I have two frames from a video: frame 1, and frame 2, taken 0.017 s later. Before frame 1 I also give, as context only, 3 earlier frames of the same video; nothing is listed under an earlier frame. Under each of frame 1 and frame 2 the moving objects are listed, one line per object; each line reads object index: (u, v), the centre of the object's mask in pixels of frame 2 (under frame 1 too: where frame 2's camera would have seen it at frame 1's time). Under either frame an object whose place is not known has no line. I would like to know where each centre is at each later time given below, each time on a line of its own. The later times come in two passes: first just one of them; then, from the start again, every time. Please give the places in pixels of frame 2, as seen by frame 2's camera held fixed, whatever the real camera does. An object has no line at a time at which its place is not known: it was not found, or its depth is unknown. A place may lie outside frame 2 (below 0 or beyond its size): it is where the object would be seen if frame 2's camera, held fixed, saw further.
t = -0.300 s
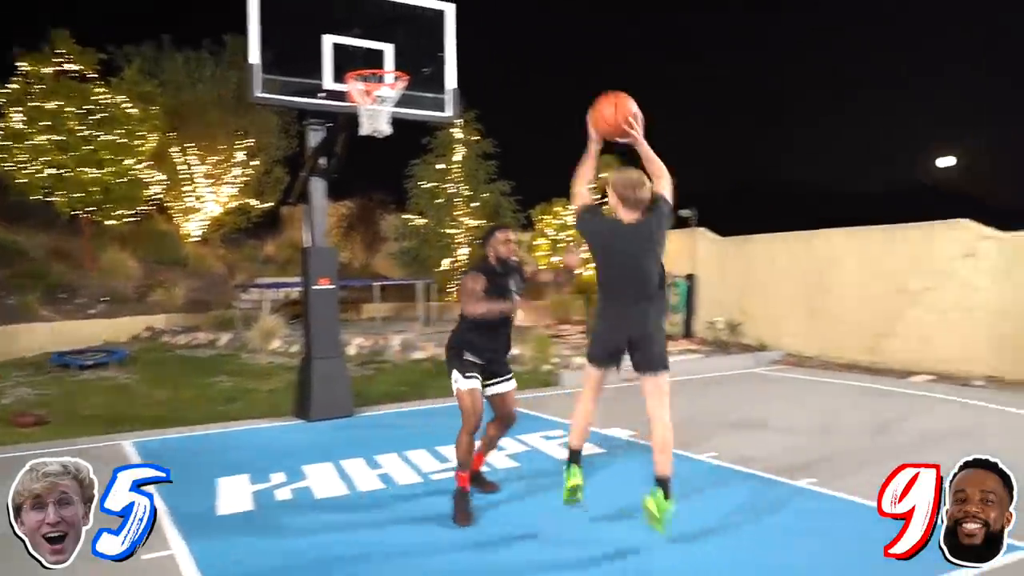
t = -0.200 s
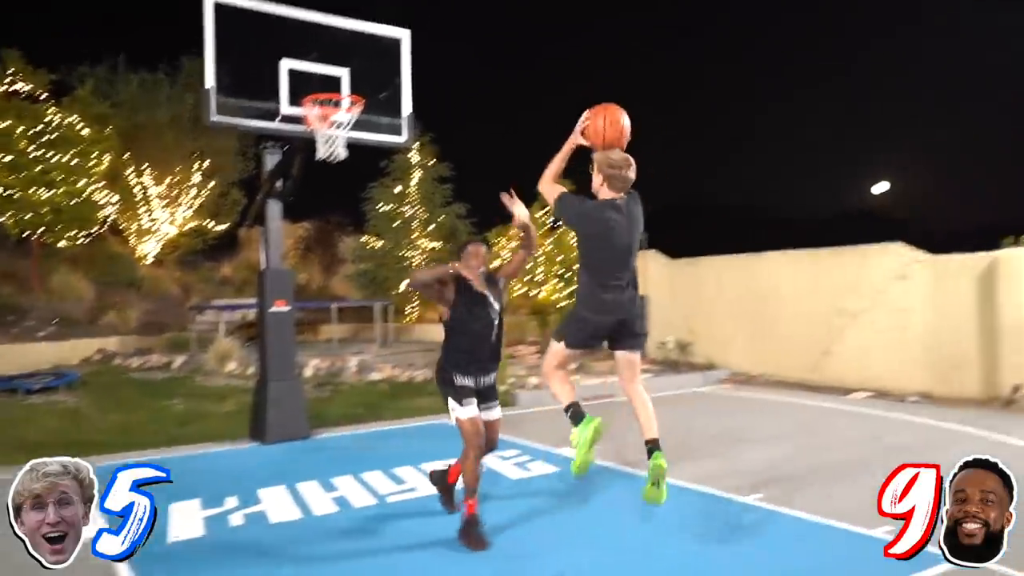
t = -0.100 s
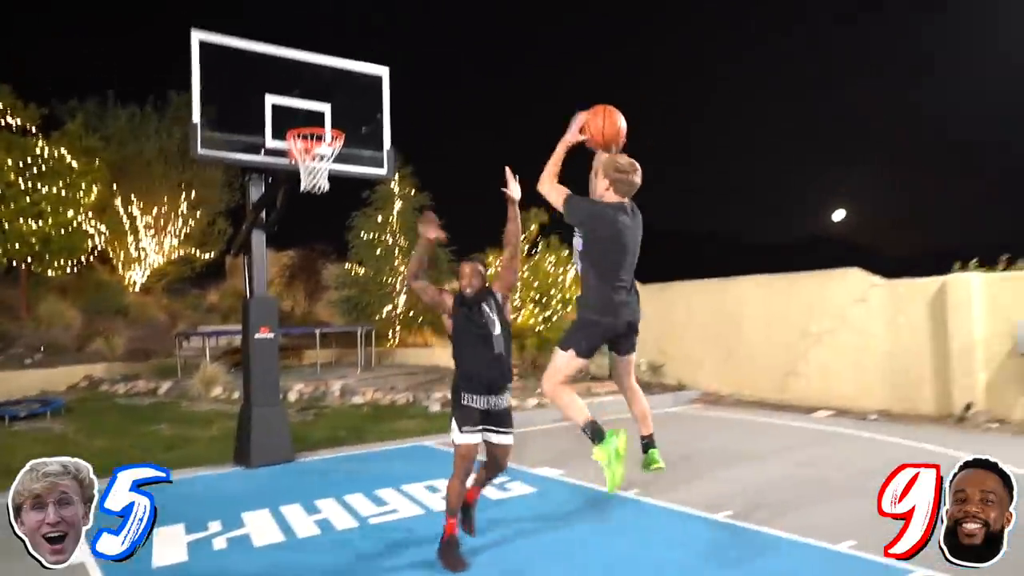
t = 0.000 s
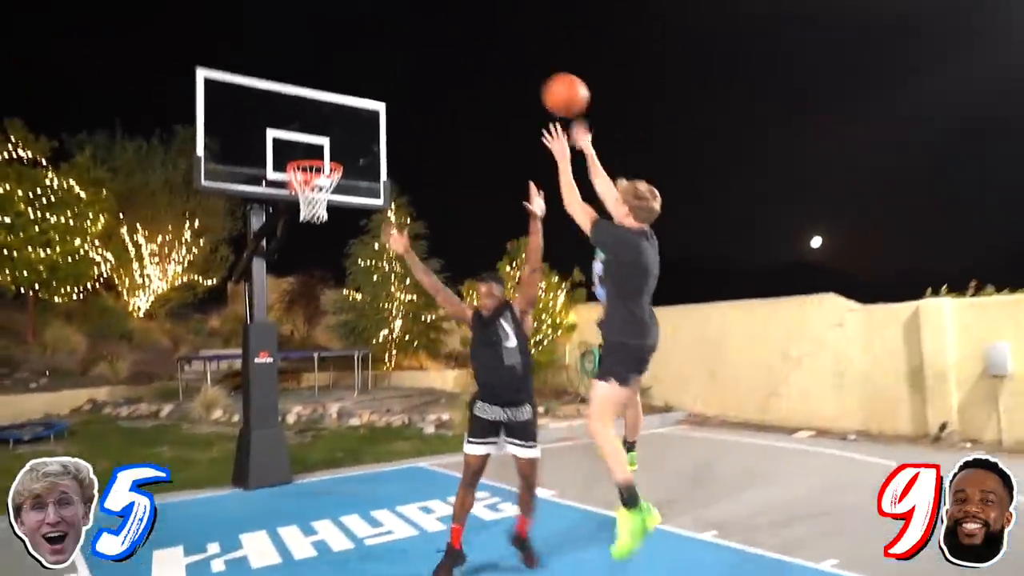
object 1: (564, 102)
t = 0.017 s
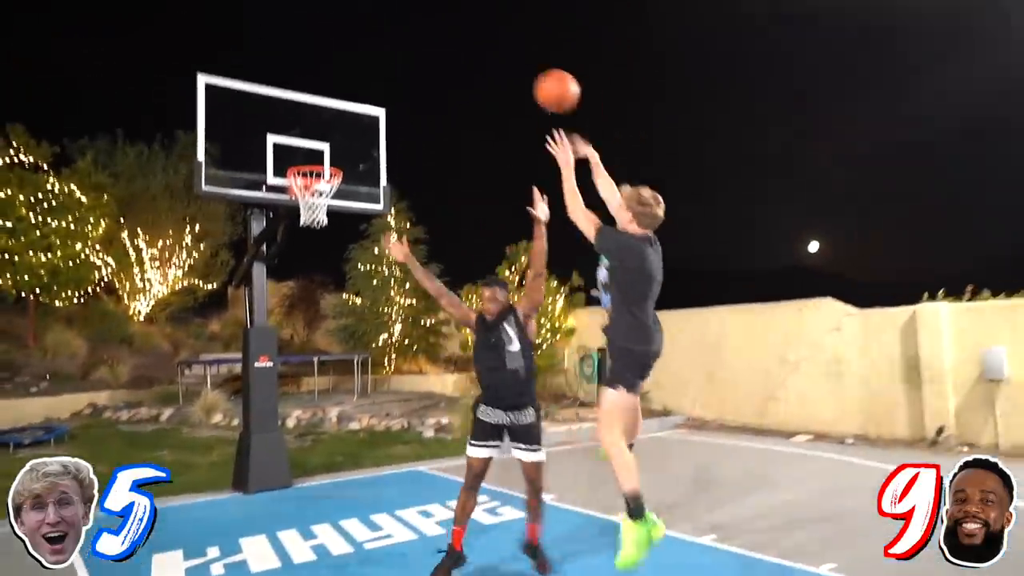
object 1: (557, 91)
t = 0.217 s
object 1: (484, 21)
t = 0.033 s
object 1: (550, 82)
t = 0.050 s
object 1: (543, 74)
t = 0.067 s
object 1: (537, 65)
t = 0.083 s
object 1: (531, 58)
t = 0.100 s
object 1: (525, 52)
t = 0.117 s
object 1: (519, 45)
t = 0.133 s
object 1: (512, 39)
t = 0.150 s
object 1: (506, 34)
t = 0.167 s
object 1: (500, 30)
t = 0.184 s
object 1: (495, 26)
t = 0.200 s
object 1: (489, 23)
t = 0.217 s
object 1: (484, 21)
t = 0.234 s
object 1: (479, 18)
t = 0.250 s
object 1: (474, 16)
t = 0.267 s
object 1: (469, 14)
